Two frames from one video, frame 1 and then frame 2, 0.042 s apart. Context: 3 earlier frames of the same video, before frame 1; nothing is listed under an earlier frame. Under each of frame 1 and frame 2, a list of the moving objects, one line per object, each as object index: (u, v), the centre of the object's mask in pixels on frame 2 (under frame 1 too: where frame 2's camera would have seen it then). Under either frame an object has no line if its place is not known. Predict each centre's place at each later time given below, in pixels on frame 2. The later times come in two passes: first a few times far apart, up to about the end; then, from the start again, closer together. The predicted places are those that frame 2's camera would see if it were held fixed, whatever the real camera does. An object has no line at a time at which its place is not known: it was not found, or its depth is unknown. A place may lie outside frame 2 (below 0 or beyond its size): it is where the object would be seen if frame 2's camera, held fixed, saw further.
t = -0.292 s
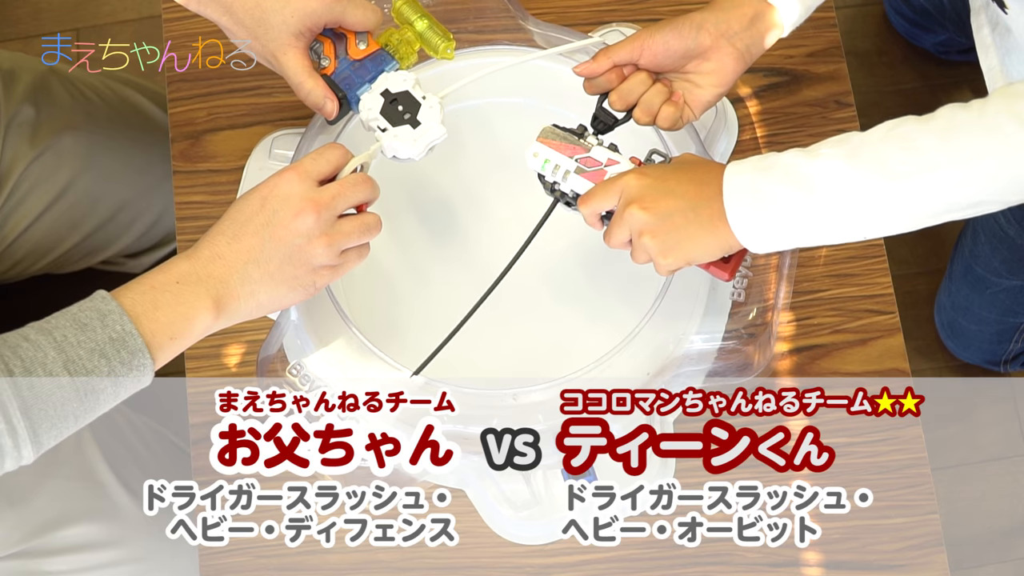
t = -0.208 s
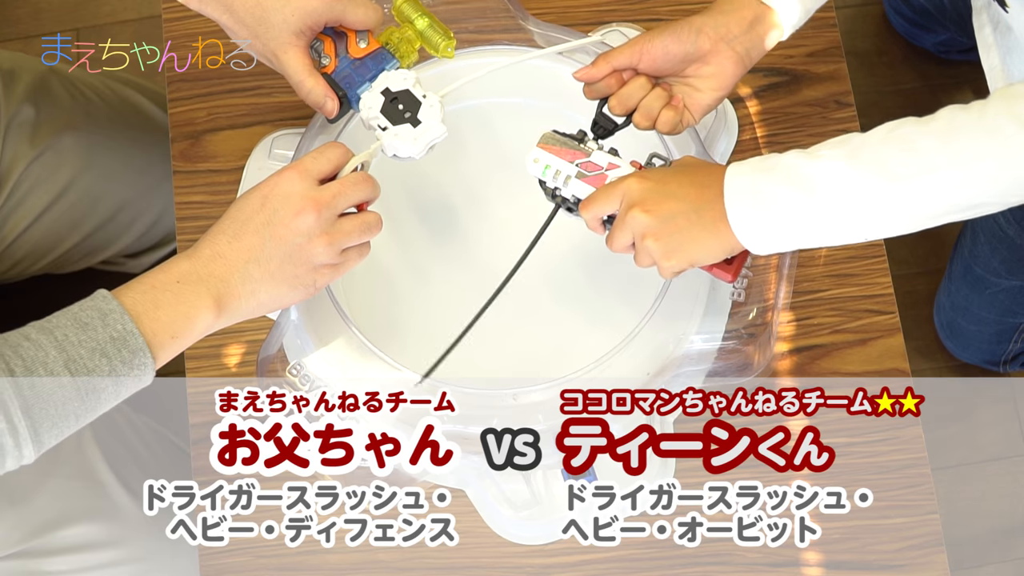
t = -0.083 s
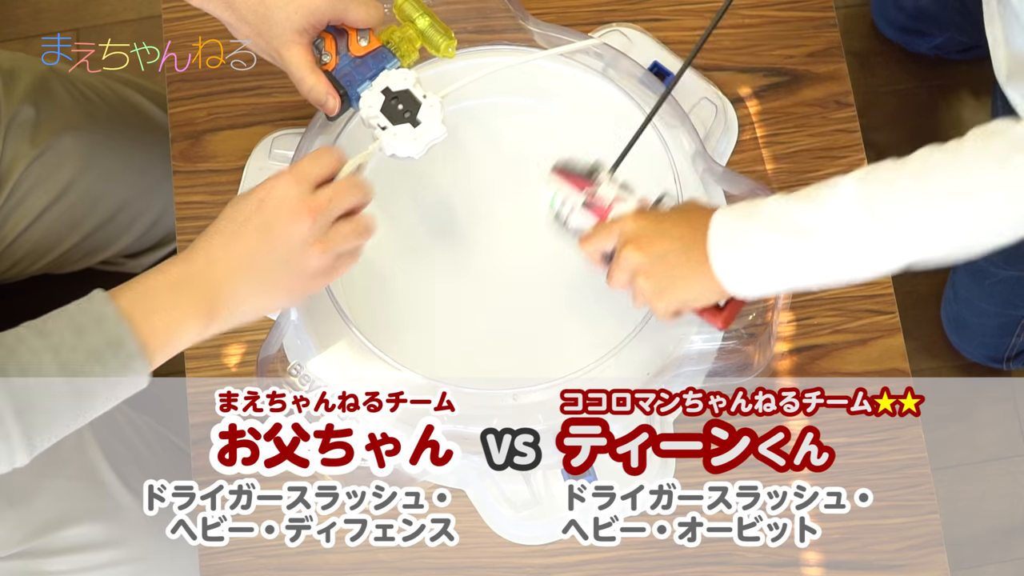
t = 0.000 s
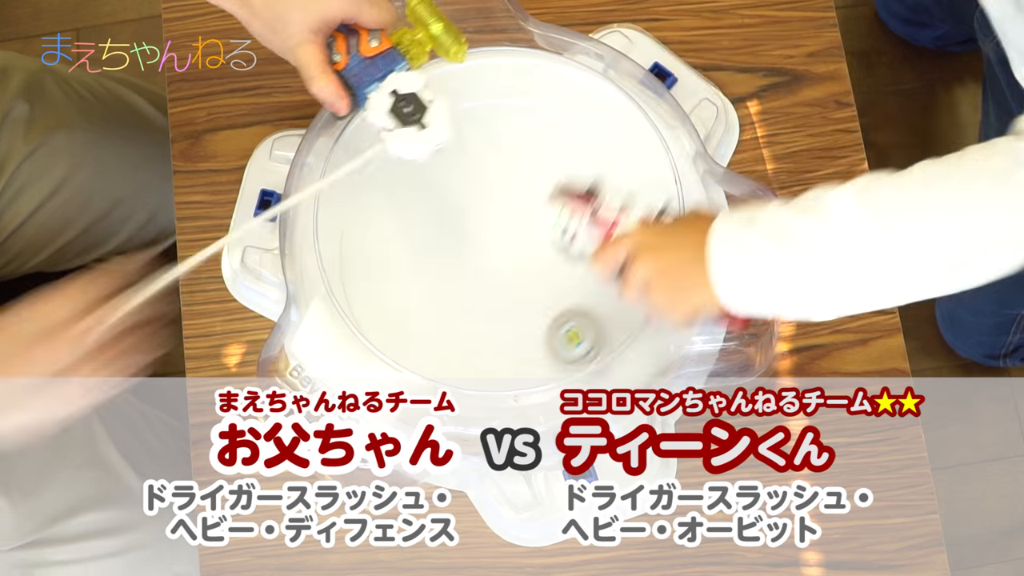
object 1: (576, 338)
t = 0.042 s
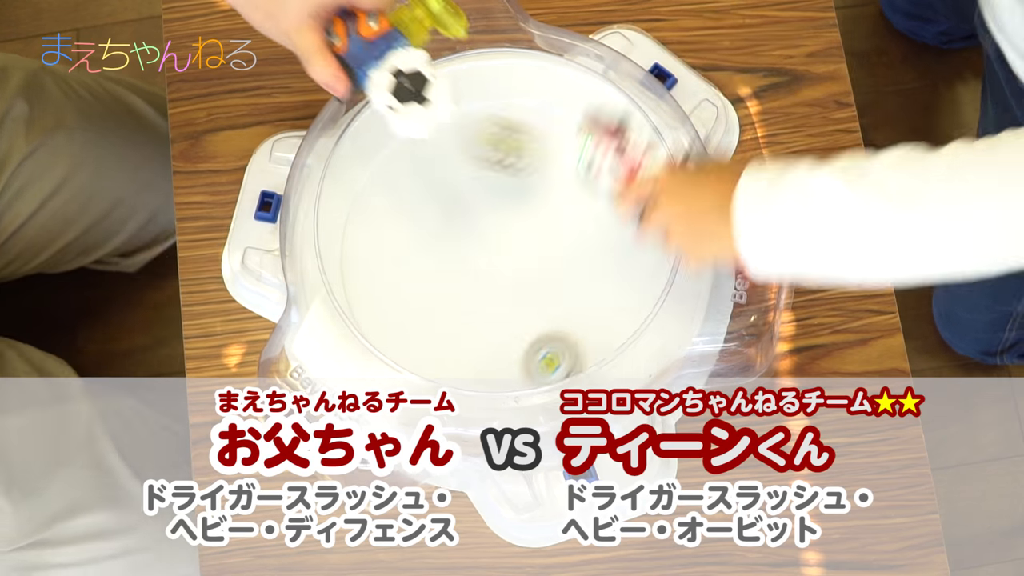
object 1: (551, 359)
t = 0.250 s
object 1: (456, 368)
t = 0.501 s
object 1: (444, 220)
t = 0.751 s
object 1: (513, 164)
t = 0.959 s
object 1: (512, 247)
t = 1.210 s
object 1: (467, 363)
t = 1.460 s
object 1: (539, 367)
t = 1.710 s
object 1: (569, 316)
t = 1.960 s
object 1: (534, 258)
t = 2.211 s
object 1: (500, 248)
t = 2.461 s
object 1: (485, 256)
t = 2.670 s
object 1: (513, 234)
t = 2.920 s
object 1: (558, 167)
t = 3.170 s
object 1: (578, 133)
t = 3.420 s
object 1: (536, 202)
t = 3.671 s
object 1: (573, 233)
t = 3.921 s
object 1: (615, 234)
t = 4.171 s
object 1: (605, 232)
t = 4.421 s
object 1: (573, 264)
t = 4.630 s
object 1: (555, 308)
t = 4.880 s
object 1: (542, 338)
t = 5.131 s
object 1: (516, 334)
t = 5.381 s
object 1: (480, 315)
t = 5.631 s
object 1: (448, 284)
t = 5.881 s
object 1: (430, 253)
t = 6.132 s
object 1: (430, 248)
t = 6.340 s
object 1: (441, 212)
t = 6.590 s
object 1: (451, 180)
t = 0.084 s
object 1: (528, 377)
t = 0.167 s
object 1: (488, 384)
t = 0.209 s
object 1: (472, 378)
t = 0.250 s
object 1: (456, 368)
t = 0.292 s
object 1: (441, 354)
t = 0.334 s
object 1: (433, 331)
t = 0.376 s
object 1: (430, 302)
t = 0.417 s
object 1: (431, 275)
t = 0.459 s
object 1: (436, 247)
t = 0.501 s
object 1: (444, 220)
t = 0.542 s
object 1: (454, 197)
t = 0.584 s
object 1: (466, 179)
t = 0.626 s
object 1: (478, 167)
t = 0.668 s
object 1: (490, 160)
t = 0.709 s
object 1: (502, 159)
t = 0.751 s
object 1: (513, 164)
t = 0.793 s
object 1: (521, 173)
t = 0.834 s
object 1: (526, 188)
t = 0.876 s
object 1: (527, 205)
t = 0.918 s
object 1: (522, 225)
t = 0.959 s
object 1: (512, 247)
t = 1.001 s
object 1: (499, 268)
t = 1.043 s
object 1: (486, 290)
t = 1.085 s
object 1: (476, 312)
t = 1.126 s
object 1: (469, 331)
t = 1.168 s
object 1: (465, 349)
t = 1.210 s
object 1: (467, 363)
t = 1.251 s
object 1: (475, 372)
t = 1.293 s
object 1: (486, 378)
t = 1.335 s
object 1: (500, 378)
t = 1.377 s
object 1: (514, 376)
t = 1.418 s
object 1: (527, 373)
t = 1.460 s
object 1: (539, 367)
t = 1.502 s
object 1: (548, 357)
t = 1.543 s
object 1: (553, 348)
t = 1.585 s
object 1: (554, 337)
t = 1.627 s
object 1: (551, 324)
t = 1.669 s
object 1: (559, 319)
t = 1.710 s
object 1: (569, 316)
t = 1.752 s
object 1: (574, 309)
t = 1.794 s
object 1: (575, 298)
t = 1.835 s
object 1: (570, 287)
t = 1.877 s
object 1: (561, 276)
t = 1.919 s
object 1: (549, 266)
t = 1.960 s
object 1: (534, 258)
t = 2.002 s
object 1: (517, 252)
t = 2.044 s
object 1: (498, 249)
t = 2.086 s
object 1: (498, 248)
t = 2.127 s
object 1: (502, 247)
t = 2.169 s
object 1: (503, 247)
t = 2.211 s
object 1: (500, 248)
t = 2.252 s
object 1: (495, 248)
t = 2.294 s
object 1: (488, 250)
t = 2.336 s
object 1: (480, 253)
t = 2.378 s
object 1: (471, 257)
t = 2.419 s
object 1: (472, 260)
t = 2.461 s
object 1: (485, 256)
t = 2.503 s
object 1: (495, 252)
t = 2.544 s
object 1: (502, 249)
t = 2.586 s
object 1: (507, 244)
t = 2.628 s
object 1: (510, 239)
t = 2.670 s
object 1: (513, 234)
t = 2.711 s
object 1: (514, 229)
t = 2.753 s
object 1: (515, 223)
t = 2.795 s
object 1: (513, 218)
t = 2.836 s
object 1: (510, 213)
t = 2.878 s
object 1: (528, 194)
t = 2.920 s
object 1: (558, 167)
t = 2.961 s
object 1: (582, 143)
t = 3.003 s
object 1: (596, 123)
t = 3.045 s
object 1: (597, 117)
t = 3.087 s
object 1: (596, 118)
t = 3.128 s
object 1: (588, 123)
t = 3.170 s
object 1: (578, 133)
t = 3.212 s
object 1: (569, 143)
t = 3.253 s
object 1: (559, 155)
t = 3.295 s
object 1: (551, 167)
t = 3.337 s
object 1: (545, 179)
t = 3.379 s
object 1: (539, 191)
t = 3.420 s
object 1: (536, 202)
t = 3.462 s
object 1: (535, 214)
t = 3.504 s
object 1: (535, 224)
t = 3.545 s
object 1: (543, 228)
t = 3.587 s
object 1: (553, 229)
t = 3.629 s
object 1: (563, 231)
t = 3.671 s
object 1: (573, 233)
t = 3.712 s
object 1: (582, 235)
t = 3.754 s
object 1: (591, 237)
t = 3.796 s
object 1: (599, 238)
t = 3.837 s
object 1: (605, 237)
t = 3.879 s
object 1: (611, 235)
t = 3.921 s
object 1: (615, 234)
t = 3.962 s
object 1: (617, 233)
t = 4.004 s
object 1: (617, 233)
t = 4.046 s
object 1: (615, 232)
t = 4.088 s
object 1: (613, 231)
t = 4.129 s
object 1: (610, 231)
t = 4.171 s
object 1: (605, 232)
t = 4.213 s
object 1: (600, 232)
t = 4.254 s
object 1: (592, 234)
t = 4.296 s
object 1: (582, 238)
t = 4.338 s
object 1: (575, 243)
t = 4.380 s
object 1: (575, 255)
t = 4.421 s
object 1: (573, 264)
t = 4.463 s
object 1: (571, 274)
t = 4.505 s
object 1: (566, 283)
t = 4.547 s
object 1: (562, 292)
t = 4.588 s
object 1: (559, 301)
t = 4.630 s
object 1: (555, 308)
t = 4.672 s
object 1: (553, 316)
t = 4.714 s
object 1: (551, 322)
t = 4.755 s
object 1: (549, 327)
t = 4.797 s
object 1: (548, 331)
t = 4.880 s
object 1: (542, 338)
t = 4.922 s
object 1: (539, 339)
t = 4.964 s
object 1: (535, 341)
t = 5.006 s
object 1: (531, 341)
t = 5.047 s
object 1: (526, 339)
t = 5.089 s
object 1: (522, 337)
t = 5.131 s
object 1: (516, 334)
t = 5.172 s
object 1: (510, 331)
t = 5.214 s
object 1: (504, 329)
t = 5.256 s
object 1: (497, 326)
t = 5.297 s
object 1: (491, 323)
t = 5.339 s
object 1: (486, 319)
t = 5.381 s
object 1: (480, 315)
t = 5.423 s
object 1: (475, 311)
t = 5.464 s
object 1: (470, 307)
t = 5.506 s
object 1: (464, 302)
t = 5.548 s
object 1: (459, 297)
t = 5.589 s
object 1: (453, 290)
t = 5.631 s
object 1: (448, 284)
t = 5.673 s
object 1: (444, 277)
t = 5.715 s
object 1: (441, 270)
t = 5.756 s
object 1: (439, 263)
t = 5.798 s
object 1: (436, 259)
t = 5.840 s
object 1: (433, 256)
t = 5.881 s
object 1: (430, 253)
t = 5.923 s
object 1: (428, 252)
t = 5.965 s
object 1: (426, 251)
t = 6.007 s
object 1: (425, 250)
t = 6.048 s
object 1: (424, 250)
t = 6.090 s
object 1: (426, 250)
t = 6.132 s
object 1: (430, 248)
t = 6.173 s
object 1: (436, 245)
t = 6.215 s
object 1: (443, 242)
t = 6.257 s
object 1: (446, 234)
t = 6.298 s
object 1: (442, 221)
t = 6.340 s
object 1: (441, 212)
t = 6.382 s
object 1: (441, 204)
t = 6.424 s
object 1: (441, 197)
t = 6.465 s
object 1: (443, 192)
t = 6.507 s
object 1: (445, 186)
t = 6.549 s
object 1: (447, 182)
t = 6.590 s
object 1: (451, 180)
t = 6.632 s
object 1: (455, 177)
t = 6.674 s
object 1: (459, 175)
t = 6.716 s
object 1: (463, 175)
